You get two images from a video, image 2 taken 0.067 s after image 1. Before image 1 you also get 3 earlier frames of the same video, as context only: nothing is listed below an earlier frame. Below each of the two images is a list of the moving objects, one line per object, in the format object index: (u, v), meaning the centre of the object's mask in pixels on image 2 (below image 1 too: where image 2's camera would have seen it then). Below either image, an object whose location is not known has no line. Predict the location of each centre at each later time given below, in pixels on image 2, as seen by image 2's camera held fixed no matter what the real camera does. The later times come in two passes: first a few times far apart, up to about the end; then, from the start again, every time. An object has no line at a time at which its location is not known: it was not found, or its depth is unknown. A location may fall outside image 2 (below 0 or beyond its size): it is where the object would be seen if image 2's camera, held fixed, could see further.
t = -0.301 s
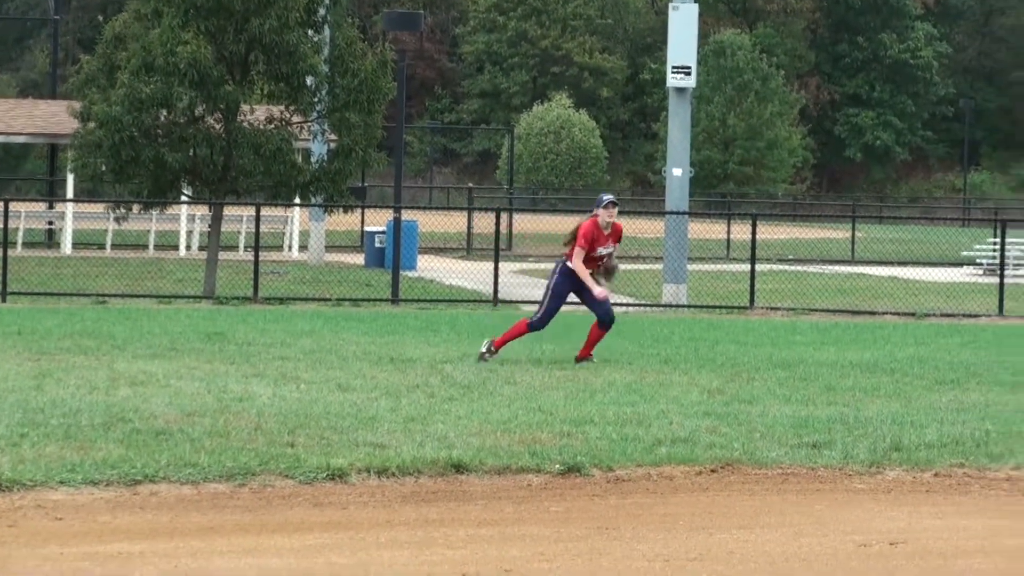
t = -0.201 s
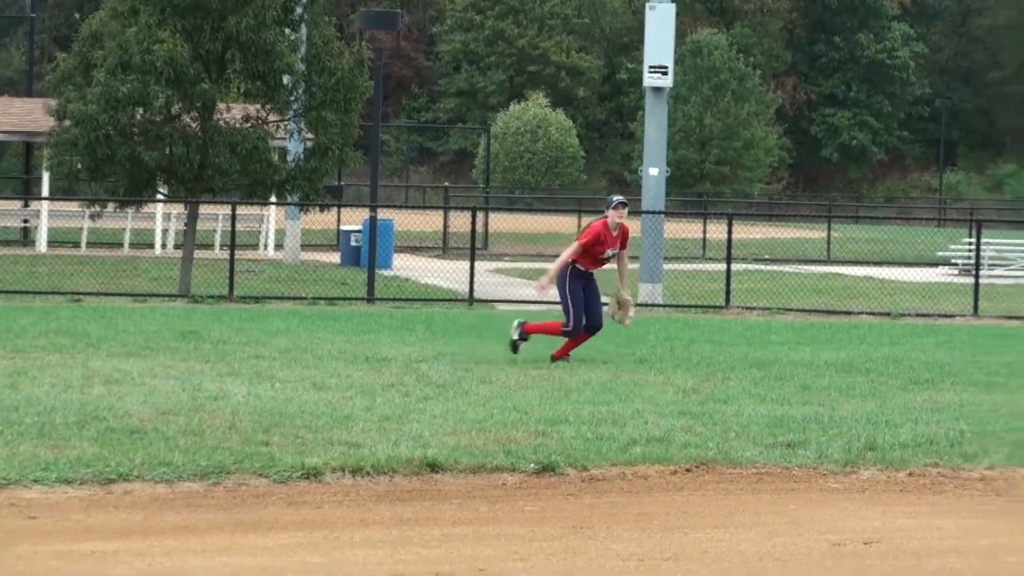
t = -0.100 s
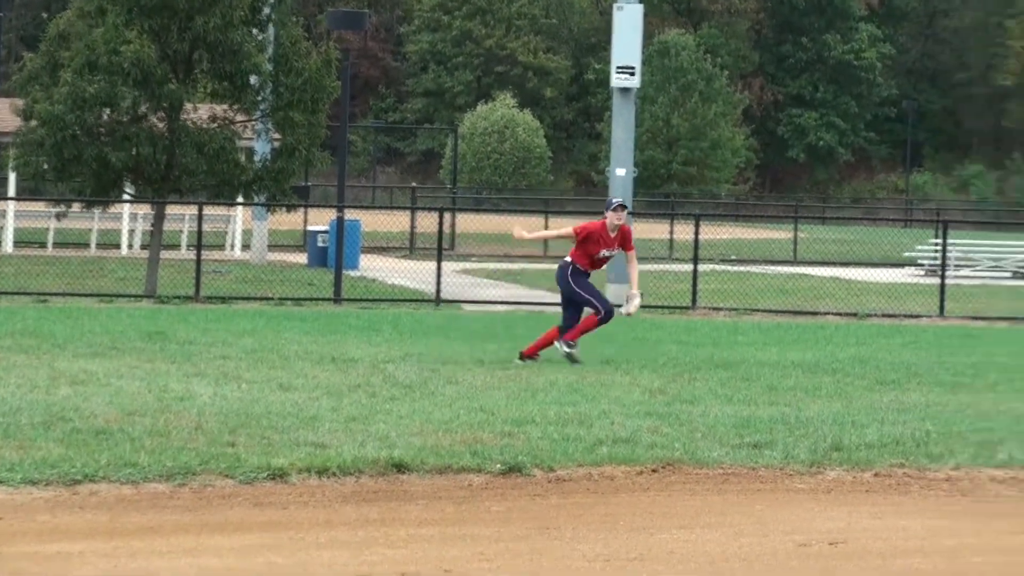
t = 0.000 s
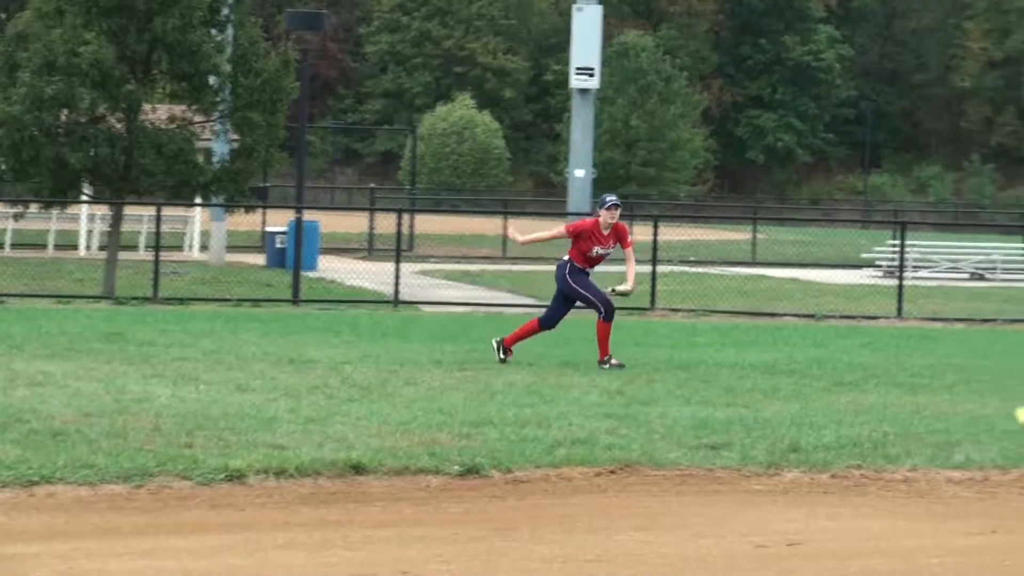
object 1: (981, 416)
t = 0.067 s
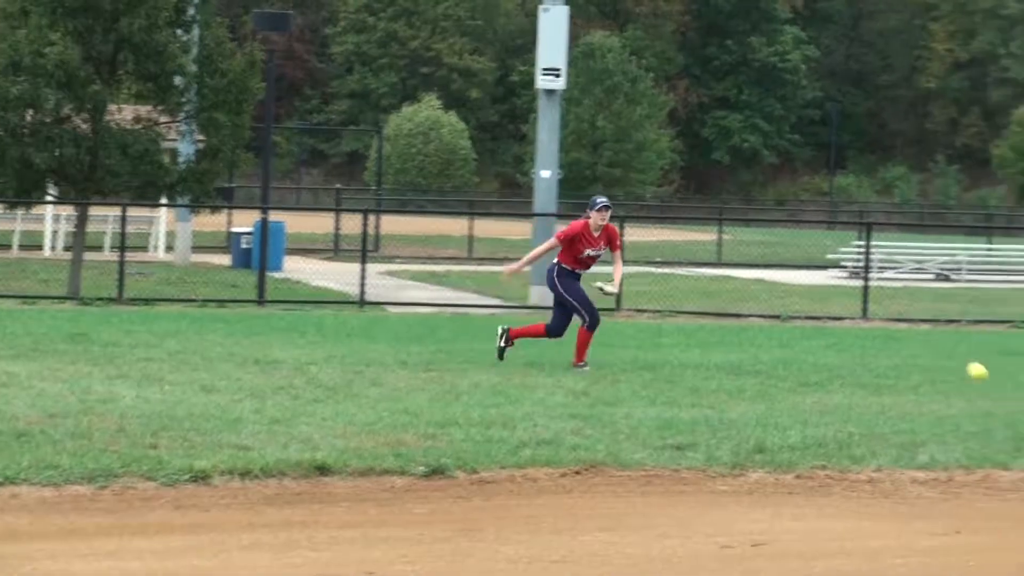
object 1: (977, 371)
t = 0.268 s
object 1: (949, 291)
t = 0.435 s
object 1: (925, 280)
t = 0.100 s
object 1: (972, 351)
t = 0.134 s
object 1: (967, 334)
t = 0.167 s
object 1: (962, 320)
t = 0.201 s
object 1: (959, 309)
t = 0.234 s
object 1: (953, 298)
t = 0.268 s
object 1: (949, 291)
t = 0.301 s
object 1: (945, 284)
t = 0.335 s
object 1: (940, 280)
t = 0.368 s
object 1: (934, 279)
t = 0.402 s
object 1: (931, 279)
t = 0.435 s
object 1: (925, 280)
